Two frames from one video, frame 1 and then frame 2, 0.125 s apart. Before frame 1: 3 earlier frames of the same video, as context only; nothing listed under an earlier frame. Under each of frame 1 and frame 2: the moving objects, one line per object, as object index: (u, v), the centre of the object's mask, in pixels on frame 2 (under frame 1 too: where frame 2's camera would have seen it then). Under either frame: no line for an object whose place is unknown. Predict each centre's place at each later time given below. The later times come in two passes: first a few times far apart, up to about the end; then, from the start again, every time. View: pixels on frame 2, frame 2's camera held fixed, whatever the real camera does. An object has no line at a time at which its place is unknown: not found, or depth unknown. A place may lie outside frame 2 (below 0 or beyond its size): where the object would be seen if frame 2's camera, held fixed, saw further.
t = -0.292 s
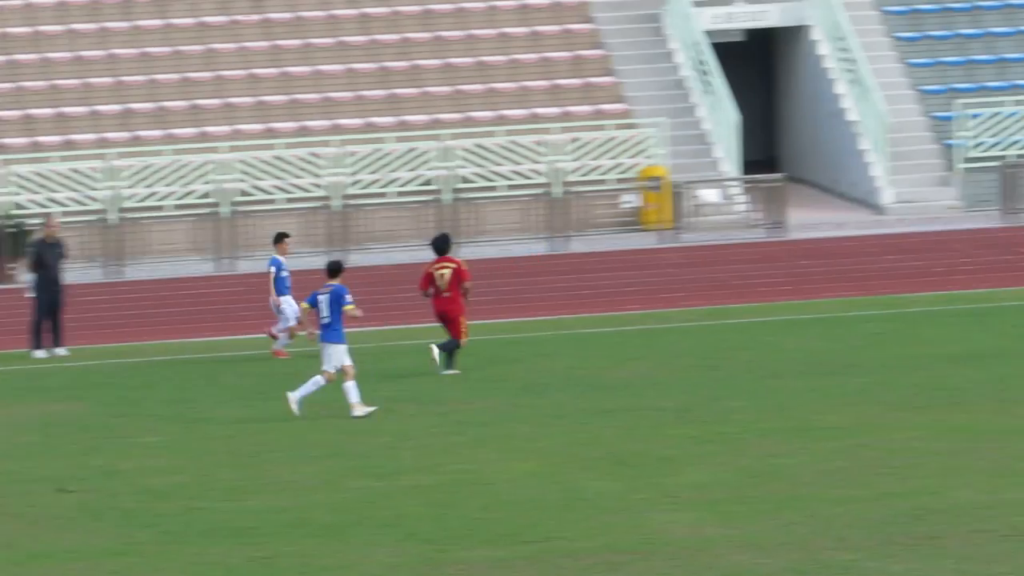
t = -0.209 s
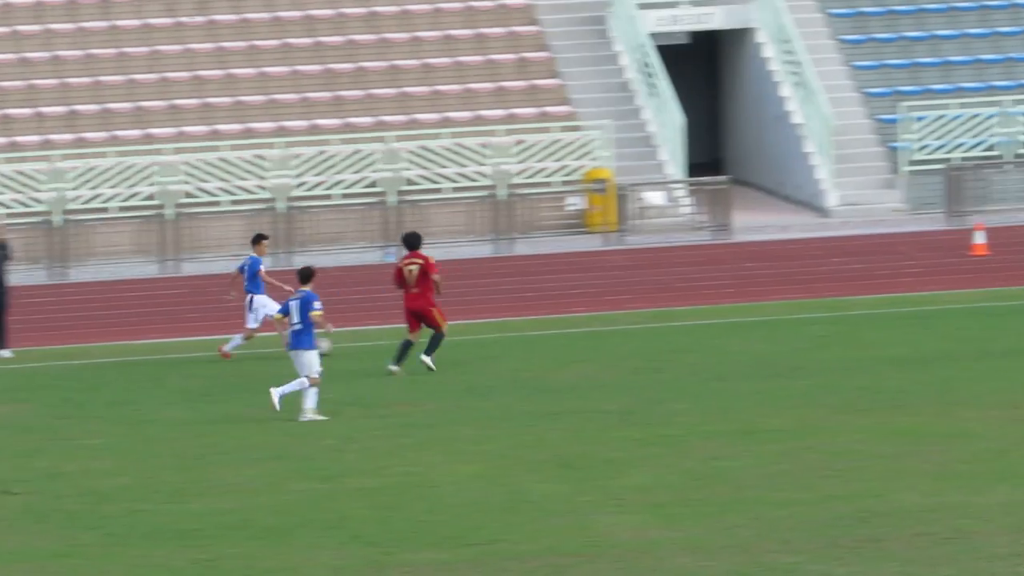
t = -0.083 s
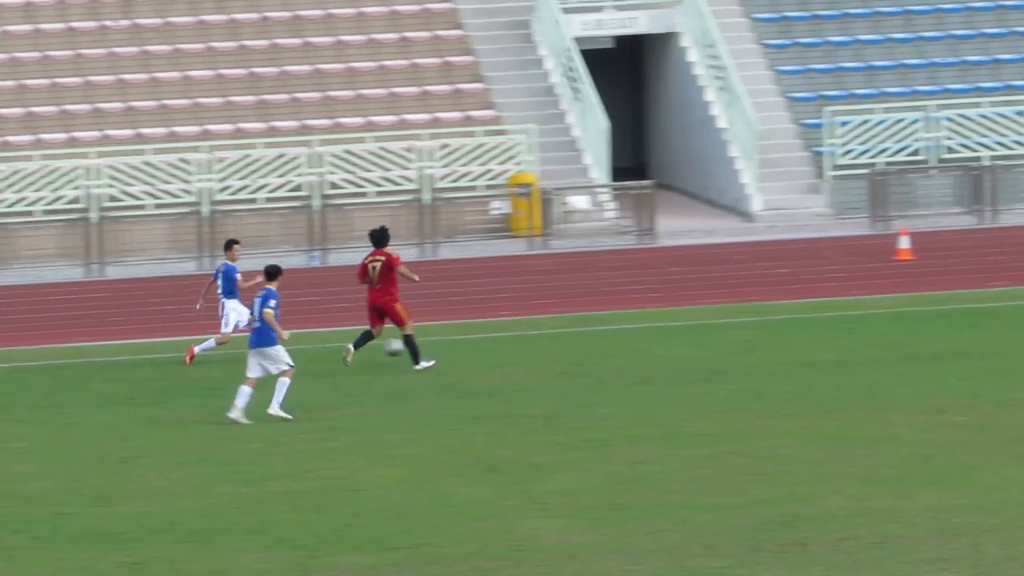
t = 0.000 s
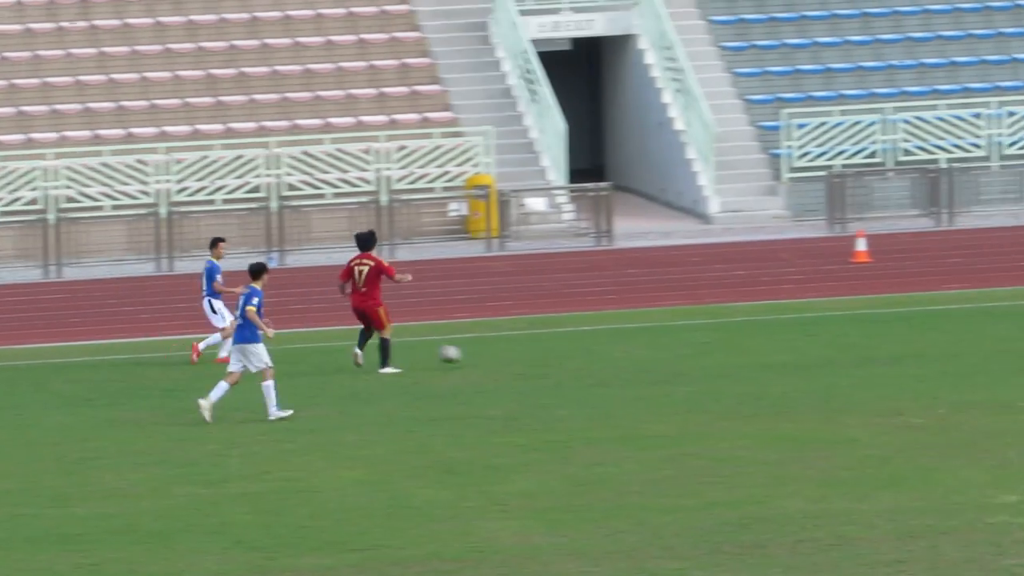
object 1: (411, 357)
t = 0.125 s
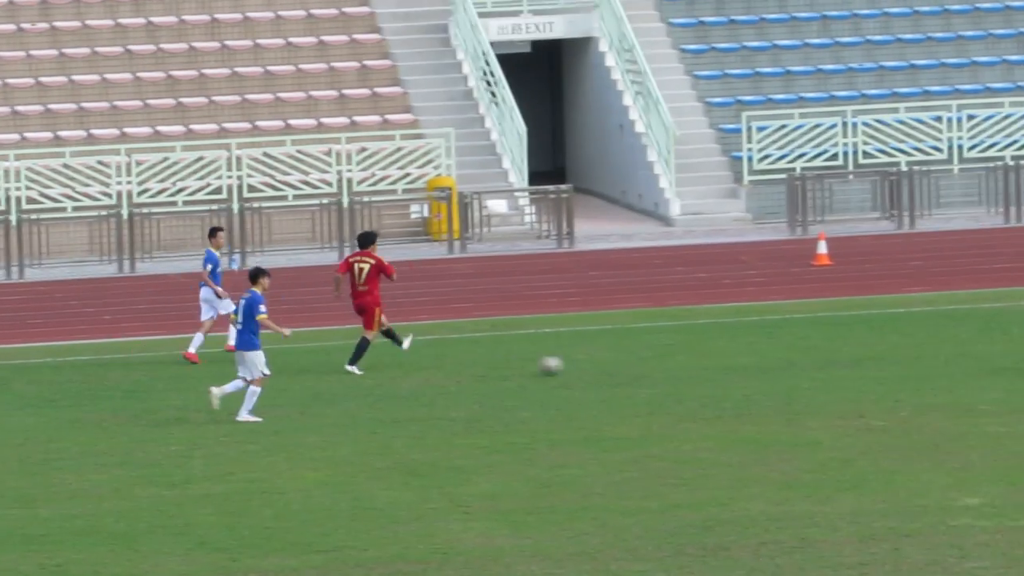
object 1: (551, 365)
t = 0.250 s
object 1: (674, 366)
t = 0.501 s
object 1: (892, 375)
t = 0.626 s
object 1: (991, 375)
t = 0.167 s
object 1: (592, 362)
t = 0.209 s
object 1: (633, 364)
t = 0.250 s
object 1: (674, 366)
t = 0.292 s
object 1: (716, 372)
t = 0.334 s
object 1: (756, 376)
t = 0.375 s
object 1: (789, 373)
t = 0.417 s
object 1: (823, 371)
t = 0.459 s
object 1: (858, 372)
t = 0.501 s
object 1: (892, 375)
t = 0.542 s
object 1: (928, 378)
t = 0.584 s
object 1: (959, 377)
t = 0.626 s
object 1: (991, 375)
